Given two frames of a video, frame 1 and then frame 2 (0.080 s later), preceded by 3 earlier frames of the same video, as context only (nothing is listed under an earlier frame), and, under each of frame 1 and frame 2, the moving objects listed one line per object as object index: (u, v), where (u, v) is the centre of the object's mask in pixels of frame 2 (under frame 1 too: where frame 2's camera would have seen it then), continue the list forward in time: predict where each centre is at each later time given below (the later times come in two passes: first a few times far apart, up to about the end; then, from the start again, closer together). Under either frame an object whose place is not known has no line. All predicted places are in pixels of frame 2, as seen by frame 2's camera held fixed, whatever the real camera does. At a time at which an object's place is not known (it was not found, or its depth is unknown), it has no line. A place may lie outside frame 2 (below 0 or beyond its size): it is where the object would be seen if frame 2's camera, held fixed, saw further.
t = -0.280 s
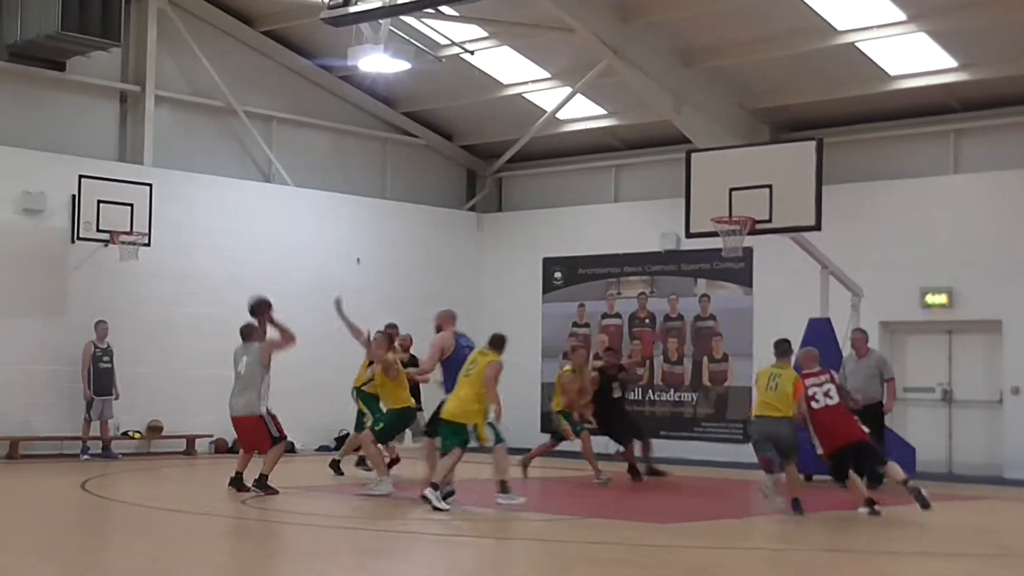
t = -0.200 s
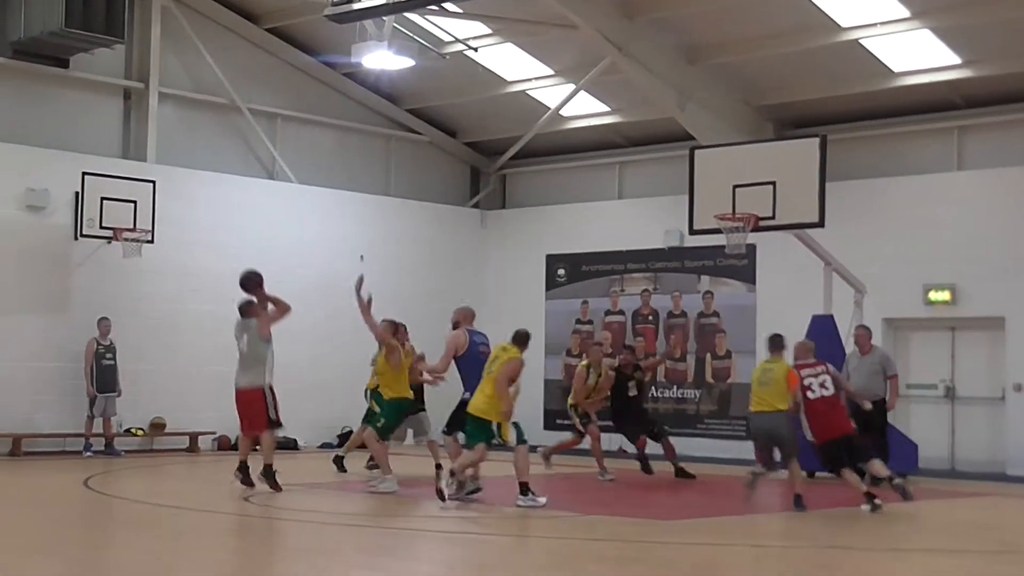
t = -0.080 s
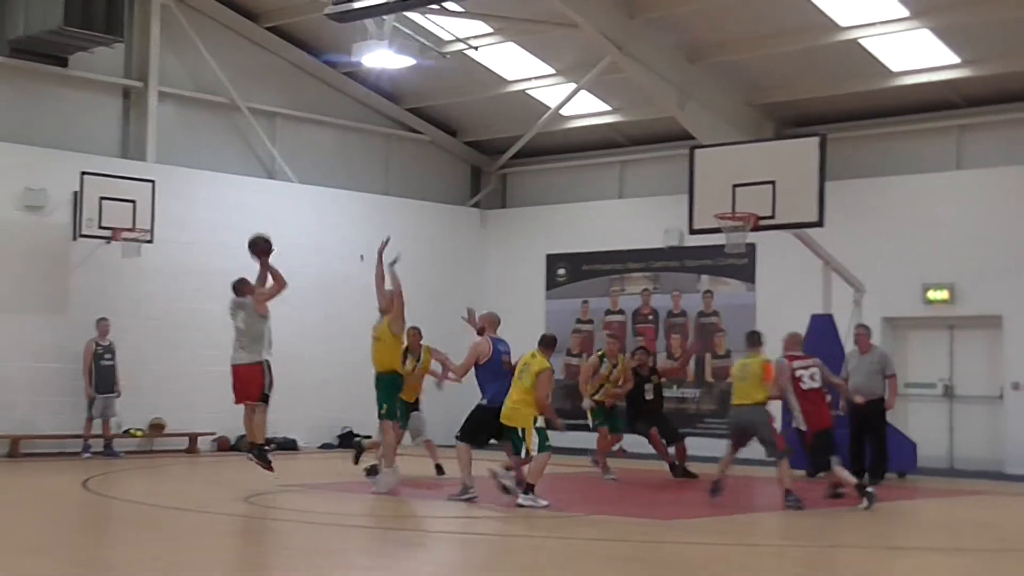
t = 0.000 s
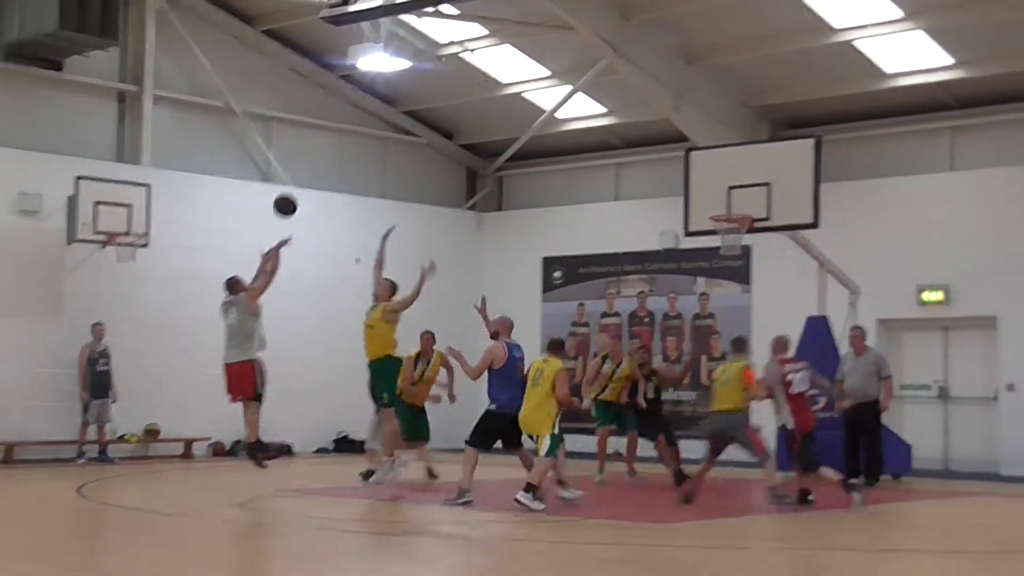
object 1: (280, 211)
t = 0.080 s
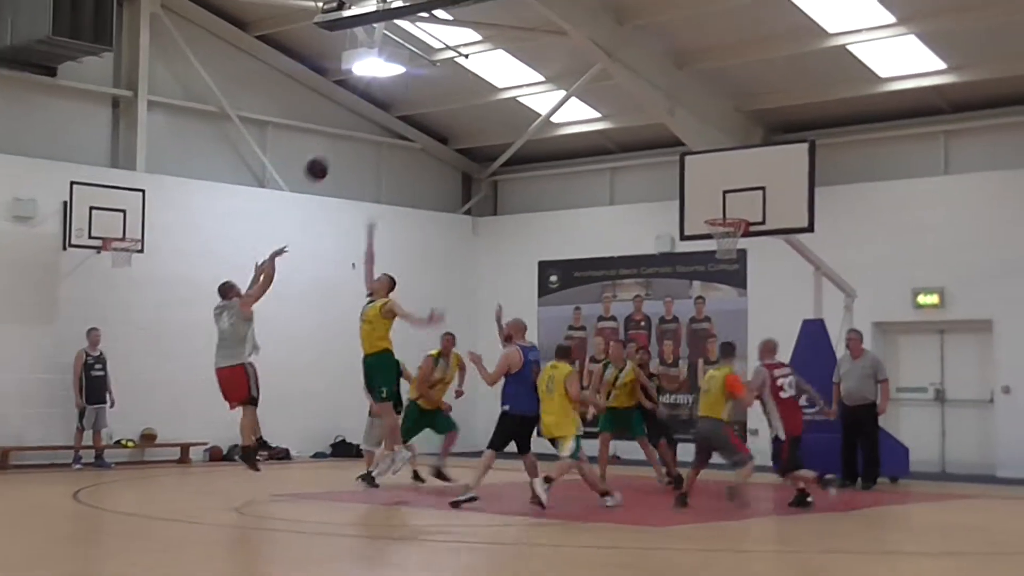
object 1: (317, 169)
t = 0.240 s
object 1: (385, 108)
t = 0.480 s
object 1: (479, 65)
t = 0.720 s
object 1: (566, 74)
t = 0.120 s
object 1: (334, 152)
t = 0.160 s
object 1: (352, 136)
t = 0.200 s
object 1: (368, 122)
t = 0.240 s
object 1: (385, 108)
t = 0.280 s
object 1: (401, 98)
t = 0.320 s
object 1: (418, 88)
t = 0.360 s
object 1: (433, 80)
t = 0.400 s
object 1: (449, 73)
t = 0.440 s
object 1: (464, 68)
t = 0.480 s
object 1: (479, 65)
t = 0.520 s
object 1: (494, 62)
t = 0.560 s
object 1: (510, 61)
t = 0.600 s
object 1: (524, 62)
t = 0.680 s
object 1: (552, 69)
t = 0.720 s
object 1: (566, 74)
